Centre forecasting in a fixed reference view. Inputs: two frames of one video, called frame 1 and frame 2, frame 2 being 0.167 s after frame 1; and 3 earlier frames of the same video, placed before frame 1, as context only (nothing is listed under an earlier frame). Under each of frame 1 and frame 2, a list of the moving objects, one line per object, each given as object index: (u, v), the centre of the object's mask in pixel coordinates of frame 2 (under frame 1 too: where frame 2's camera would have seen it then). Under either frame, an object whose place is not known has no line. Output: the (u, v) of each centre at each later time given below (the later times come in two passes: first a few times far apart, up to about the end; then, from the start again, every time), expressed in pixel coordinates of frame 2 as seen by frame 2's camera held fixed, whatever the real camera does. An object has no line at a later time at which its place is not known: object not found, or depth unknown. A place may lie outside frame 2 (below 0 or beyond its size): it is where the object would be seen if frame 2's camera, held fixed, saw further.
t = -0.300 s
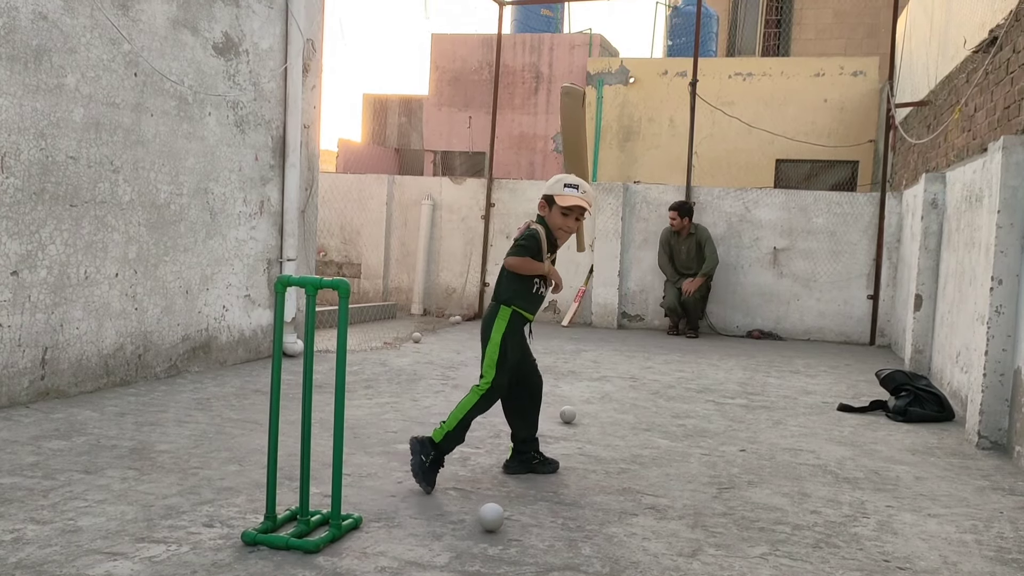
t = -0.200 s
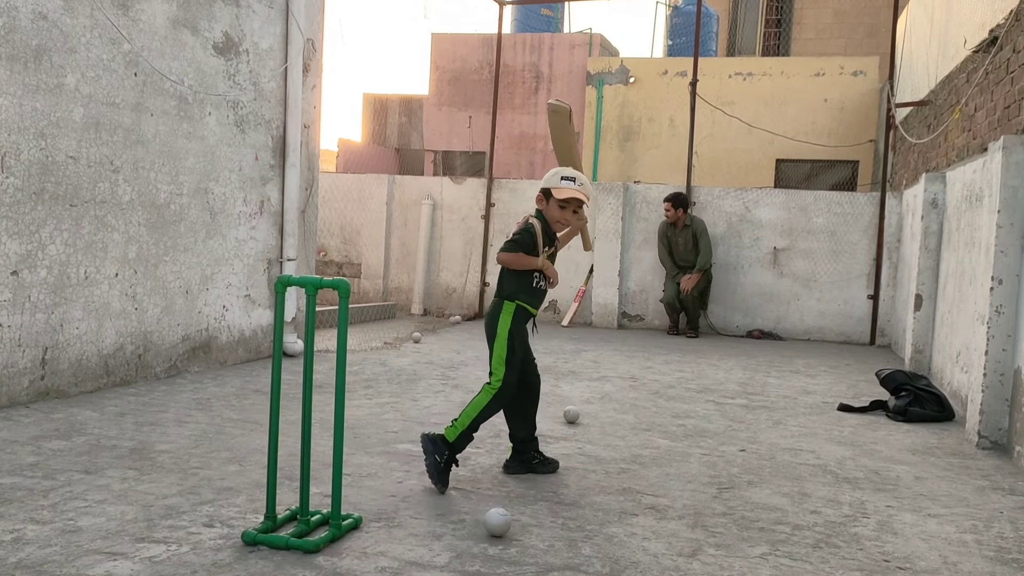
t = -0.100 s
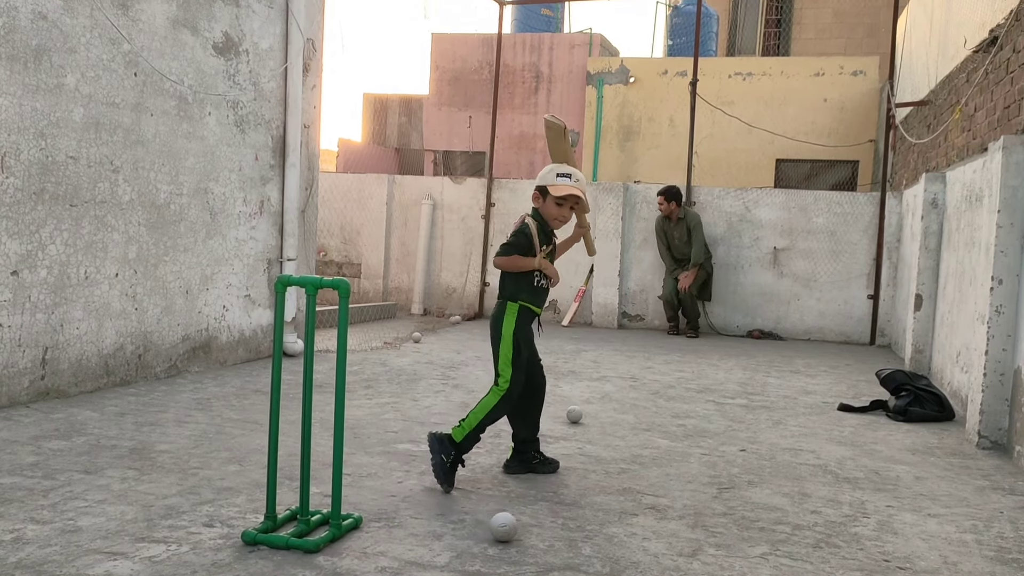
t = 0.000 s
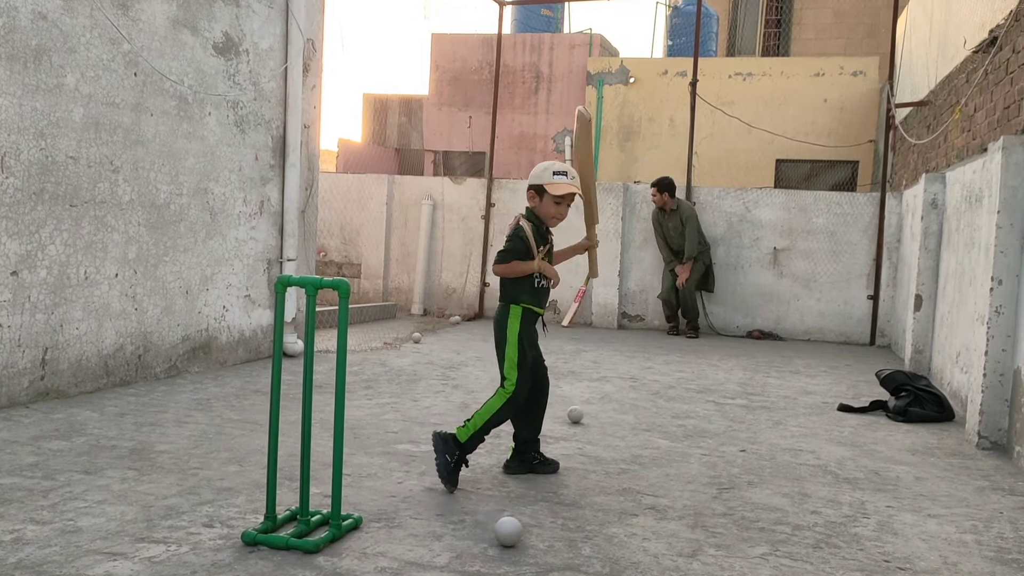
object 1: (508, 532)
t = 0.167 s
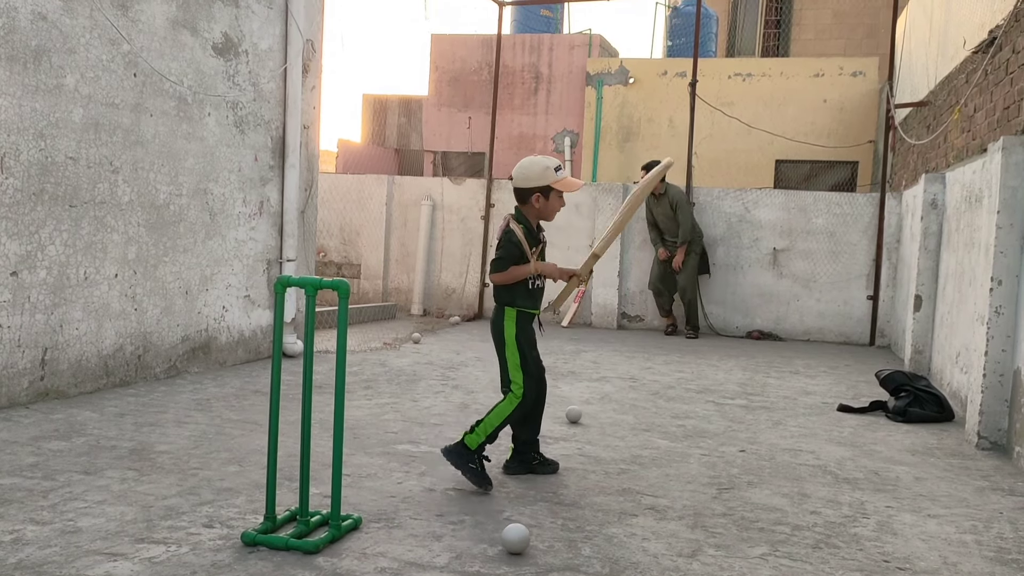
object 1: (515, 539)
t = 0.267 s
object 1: (519, 543)
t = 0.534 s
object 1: (529, 553)
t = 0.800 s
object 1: (535, 560)
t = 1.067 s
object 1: (540, 564)
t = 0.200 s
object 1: (517, 540)
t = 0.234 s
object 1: (518, 541)
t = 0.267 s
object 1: (519, 543)
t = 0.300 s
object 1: (521, 544)
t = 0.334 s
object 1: (523, 546)
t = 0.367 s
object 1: (524, 547)
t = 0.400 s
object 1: (524, 548)
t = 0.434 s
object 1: (526, 549)
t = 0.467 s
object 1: (527, 551)
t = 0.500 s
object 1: (528, 552)
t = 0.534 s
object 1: (529, 553)
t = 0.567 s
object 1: (530, 554)
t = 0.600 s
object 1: (530, 555)
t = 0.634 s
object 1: (531, 556)
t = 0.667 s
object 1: (531, 557)
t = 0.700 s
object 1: (532, 558)
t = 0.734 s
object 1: (533, 559)
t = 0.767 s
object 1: (533, 560)
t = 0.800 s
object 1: (535, 560)
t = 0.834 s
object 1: (535, 561)
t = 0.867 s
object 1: (536, 561)
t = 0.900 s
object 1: (537, 562)
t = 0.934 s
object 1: (537, 562)
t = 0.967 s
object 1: (538, 563)
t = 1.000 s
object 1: (538, 563)
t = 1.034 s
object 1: (539, 564)
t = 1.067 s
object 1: (540, 564)
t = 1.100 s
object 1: (540, 564)
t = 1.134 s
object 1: (541, 564)
